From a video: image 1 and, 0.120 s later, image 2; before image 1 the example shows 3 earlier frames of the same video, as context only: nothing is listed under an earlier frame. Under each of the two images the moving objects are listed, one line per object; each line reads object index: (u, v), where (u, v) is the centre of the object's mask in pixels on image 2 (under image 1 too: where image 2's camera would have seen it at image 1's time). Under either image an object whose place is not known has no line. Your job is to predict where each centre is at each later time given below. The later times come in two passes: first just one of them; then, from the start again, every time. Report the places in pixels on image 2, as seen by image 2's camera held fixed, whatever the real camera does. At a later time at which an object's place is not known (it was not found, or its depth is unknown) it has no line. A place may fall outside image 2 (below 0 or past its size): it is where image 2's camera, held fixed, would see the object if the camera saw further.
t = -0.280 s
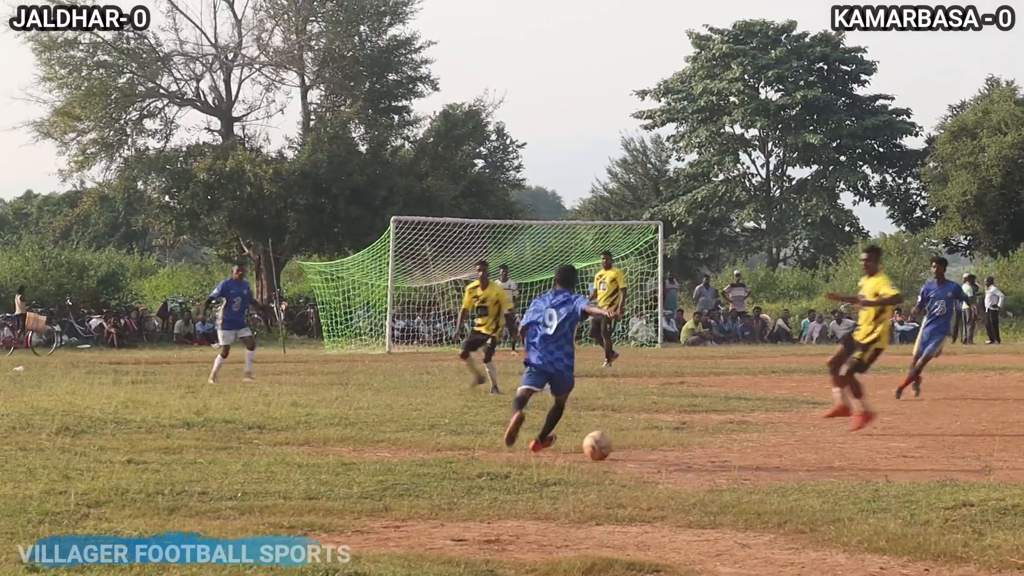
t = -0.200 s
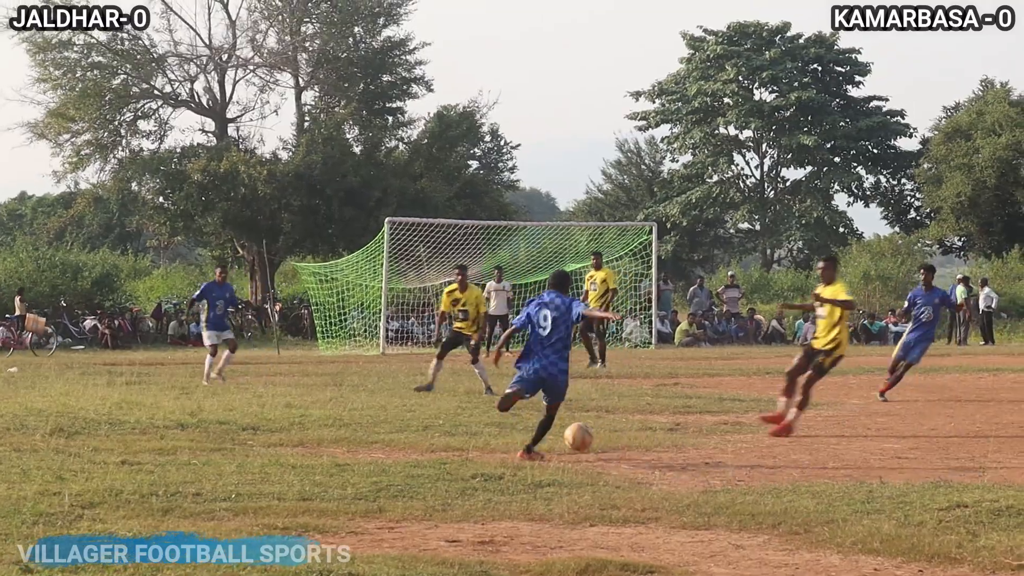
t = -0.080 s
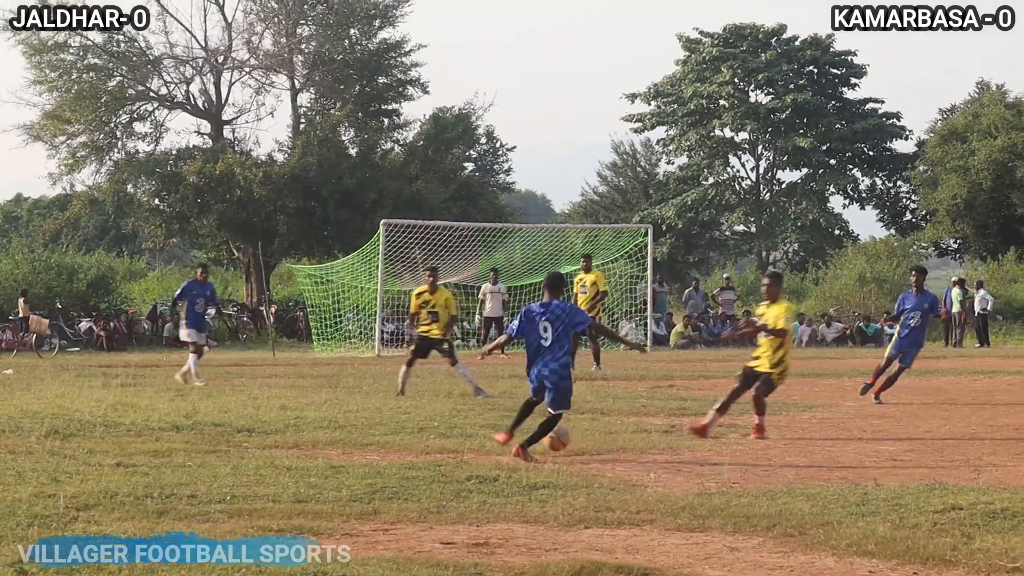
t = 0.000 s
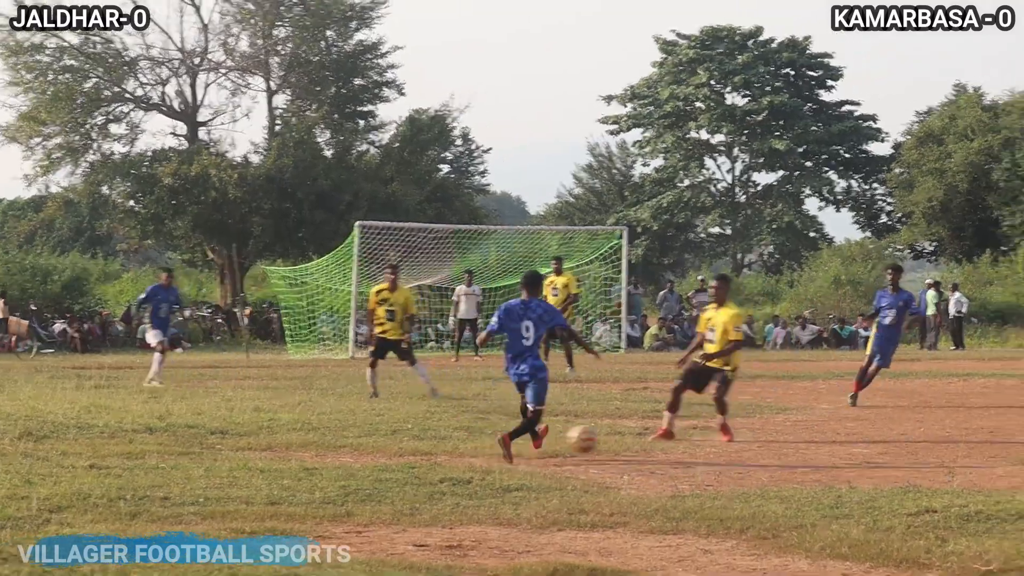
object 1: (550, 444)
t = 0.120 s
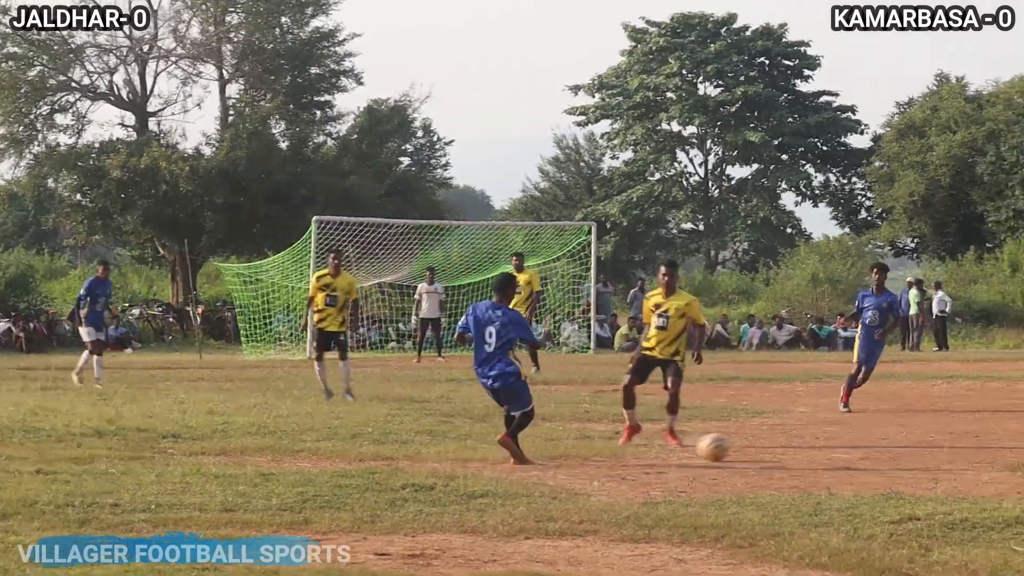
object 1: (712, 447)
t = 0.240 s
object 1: (837, 426)
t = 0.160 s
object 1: (755, 438)
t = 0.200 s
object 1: (797, 431)
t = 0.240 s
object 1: (837, 426)
